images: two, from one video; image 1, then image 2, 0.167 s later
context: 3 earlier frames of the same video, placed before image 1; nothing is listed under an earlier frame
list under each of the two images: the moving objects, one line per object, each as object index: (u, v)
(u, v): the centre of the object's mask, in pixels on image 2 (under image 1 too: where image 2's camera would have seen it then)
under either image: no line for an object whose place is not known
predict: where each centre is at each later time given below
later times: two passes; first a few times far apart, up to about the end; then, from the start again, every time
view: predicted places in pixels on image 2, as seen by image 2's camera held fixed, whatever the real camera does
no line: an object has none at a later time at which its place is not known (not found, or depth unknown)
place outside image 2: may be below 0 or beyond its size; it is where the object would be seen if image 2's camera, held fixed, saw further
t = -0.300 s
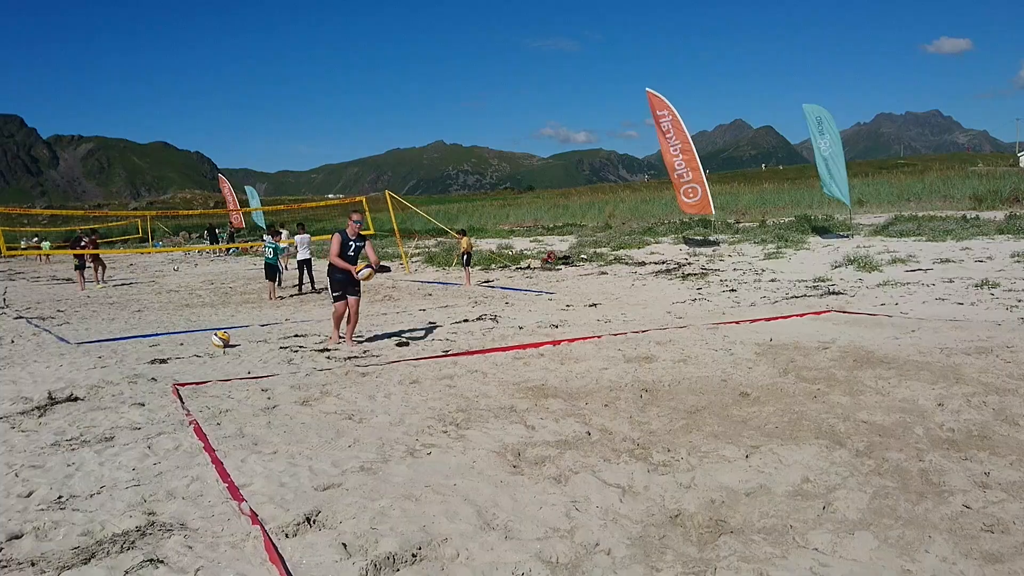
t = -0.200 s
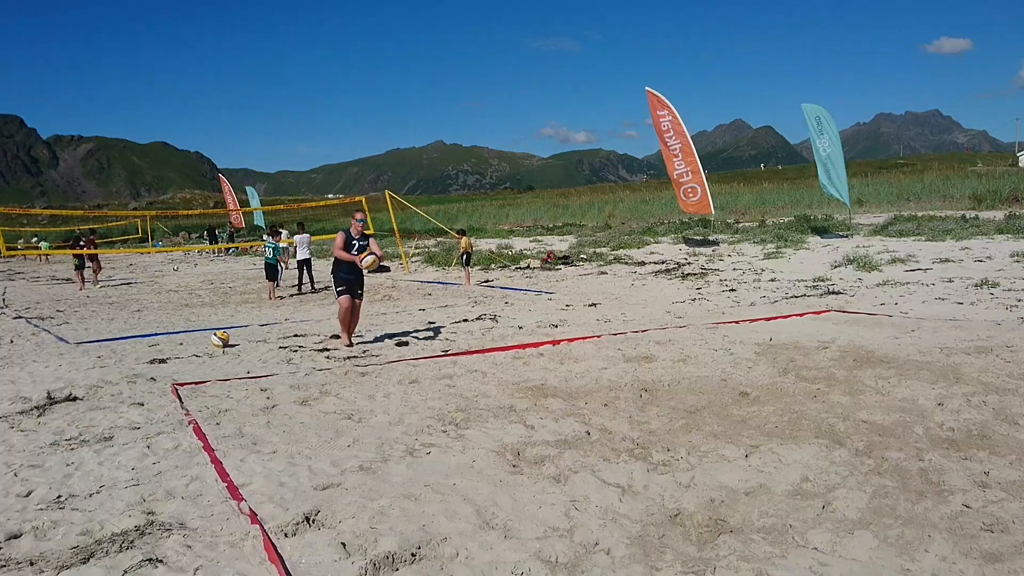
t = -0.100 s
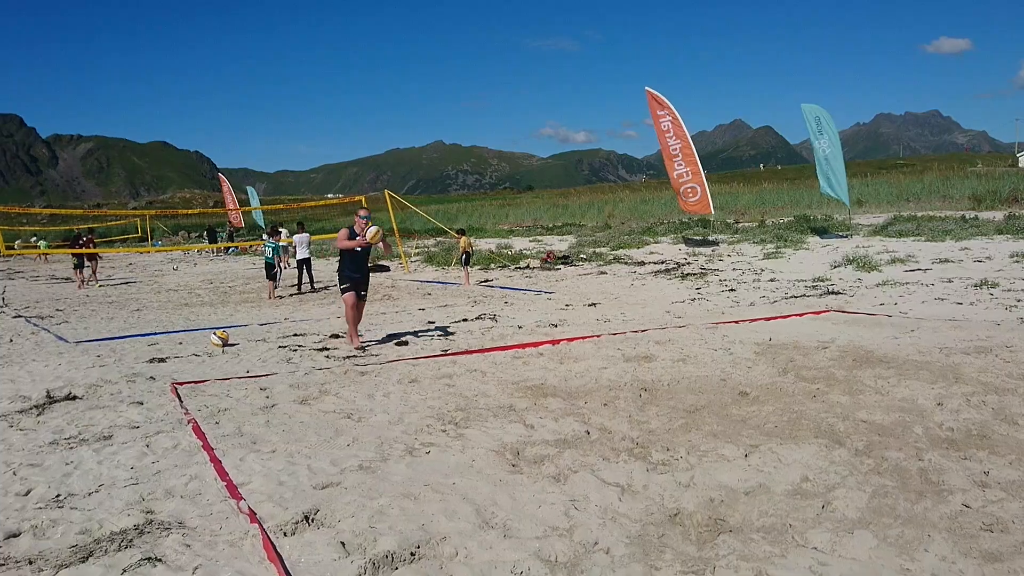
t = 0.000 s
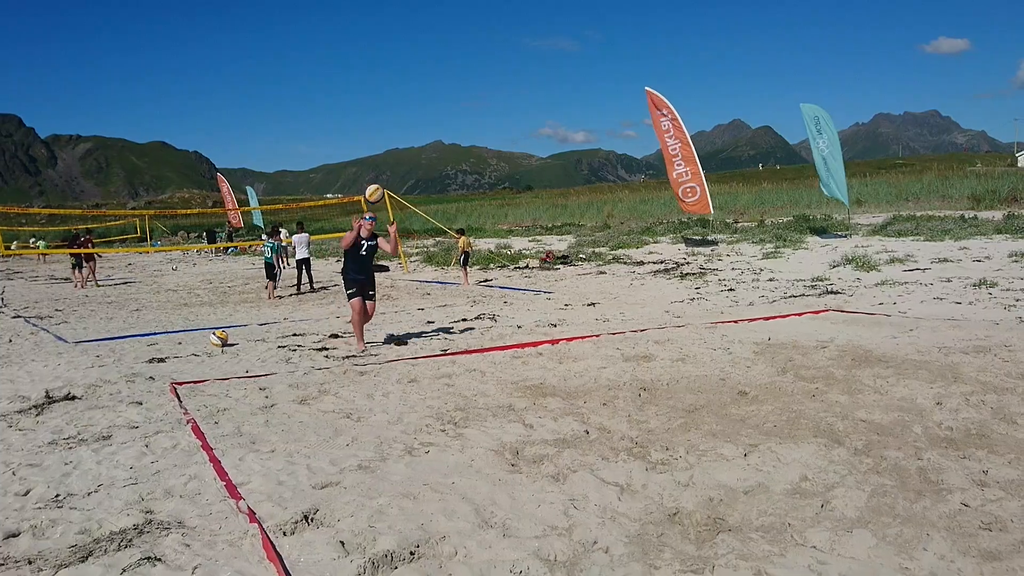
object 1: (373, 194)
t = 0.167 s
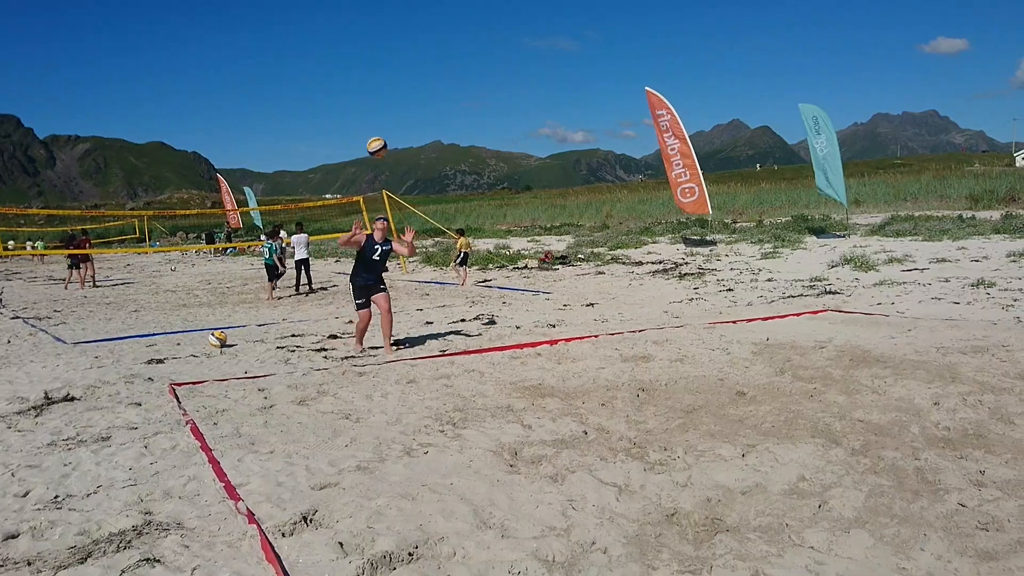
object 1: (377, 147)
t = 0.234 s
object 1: (378, 135)
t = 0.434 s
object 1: (384, 125)
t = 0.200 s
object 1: (377, 141)
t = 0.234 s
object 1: (378, 135)
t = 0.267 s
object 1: (379, 131)
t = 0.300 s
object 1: (380, 128)
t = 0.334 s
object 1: (381, 125)
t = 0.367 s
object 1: (382, 124)
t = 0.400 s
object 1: (383, 124)
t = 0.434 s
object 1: (384, 125)
